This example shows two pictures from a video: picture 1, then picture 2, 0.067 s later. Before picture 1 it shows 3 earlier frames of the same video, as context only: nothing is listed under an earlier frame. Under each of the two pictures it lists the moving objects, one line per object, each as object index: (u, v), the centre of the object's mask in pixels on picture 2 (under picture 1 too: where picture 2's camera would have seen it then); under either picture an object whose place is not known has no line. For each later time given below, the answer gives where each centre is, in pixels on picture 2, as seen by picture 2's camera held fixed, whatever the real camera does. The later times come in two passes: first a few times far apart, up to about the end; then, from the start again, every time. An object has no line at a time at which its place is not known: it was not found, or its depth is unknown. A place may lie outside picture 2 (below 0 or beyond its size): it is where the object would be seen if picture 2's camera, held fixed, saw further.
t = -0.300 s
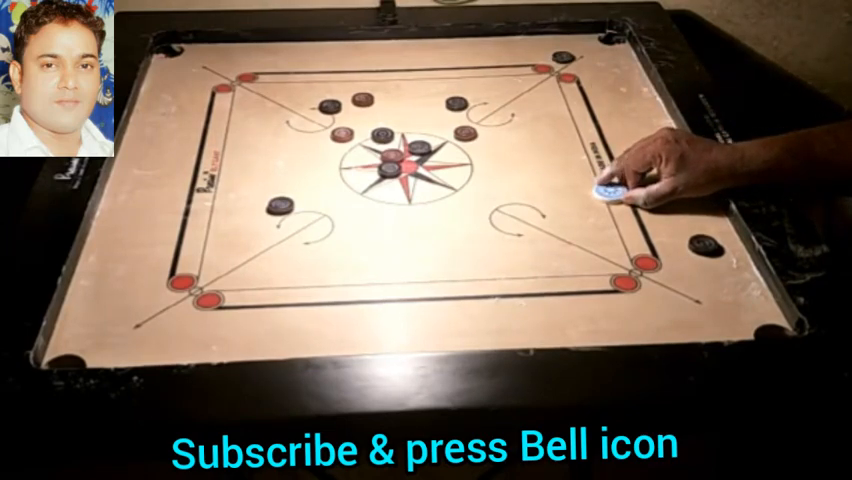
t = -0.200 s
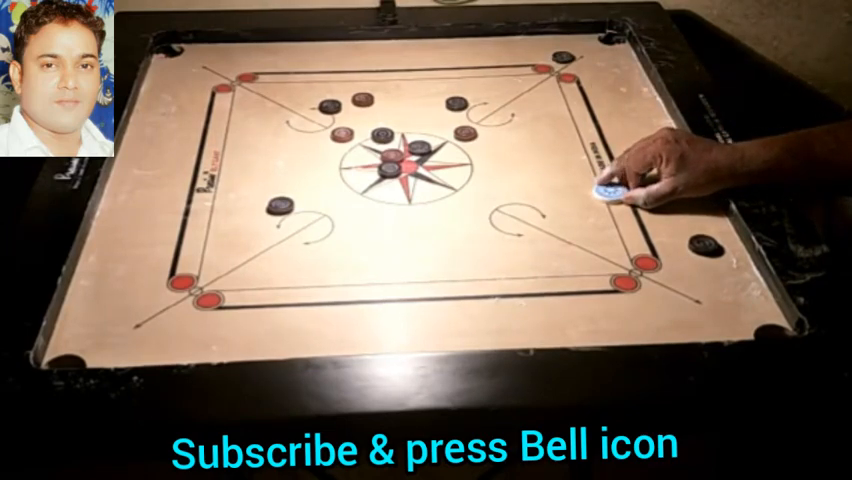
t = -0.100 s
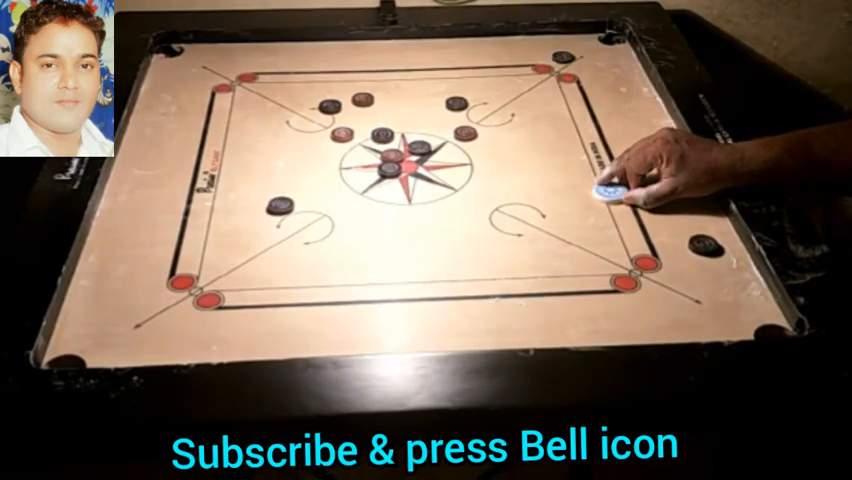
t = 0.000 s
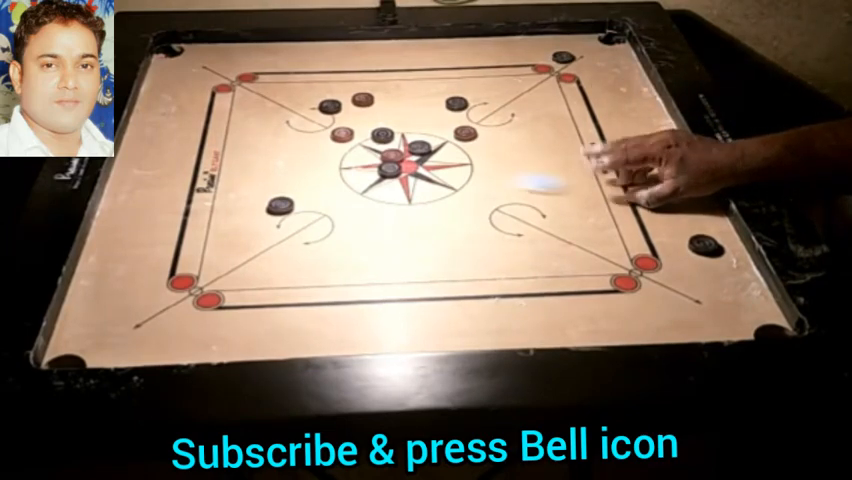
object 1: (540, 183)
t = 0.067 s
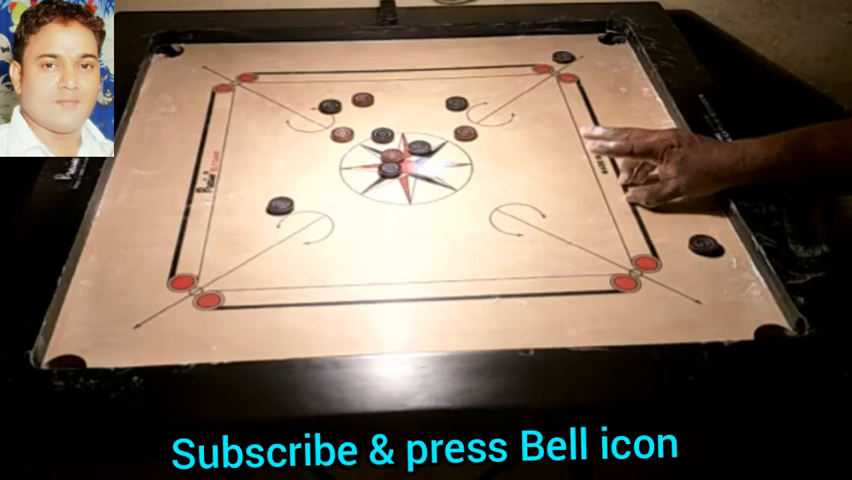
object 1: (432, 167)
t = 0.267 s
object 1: (351, 148)
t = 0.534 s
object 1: (359, 128)
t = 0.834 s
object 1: (363, 120)
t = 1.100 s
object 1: (363, 120)
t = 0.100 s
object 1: (406, 163)
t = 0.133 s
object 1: (395, 159)
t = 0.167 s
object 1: (384, 156)
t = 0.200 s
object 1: (363, 150)
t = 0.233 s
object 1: (357, 150)
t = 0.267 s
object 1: (351, 148)
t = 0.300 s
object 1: (347, 148)
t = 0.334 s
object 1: (345, 148)
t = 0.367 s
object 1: (345, 147)
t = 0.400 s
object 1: (348, 141)
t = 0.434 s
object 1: (352, 136)
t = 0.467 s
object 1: (355, 133)
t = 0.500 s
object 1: (357, 130)
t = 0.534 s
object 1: (359, 128)
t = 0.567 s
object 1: (360, 125)
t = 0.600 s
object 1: (361, 123)
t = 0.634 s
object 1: (362, 122)
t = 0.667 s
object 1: (363, 120)
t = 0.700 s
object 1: (363, 120)
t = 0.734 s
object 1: (363, 120)
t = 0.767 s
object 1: (363, 120)
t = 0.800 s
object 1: (363, 120)
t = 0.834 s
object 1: (363, 120)
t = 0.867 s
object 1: (363, 120)
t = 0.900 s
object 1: (363, 120)
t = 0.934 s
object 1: (363, 120)
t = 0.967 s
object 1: (363, 120)
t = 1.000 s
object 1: (363, 120)
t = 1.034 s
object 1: (363, 120)
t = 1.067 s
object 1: (363, 120)
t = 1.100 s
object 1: (363, 120)
